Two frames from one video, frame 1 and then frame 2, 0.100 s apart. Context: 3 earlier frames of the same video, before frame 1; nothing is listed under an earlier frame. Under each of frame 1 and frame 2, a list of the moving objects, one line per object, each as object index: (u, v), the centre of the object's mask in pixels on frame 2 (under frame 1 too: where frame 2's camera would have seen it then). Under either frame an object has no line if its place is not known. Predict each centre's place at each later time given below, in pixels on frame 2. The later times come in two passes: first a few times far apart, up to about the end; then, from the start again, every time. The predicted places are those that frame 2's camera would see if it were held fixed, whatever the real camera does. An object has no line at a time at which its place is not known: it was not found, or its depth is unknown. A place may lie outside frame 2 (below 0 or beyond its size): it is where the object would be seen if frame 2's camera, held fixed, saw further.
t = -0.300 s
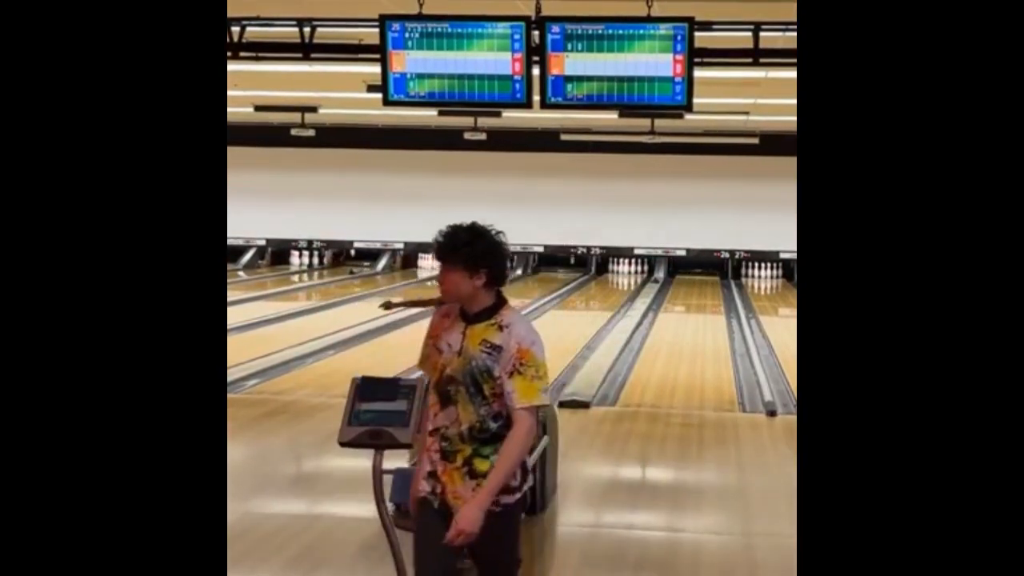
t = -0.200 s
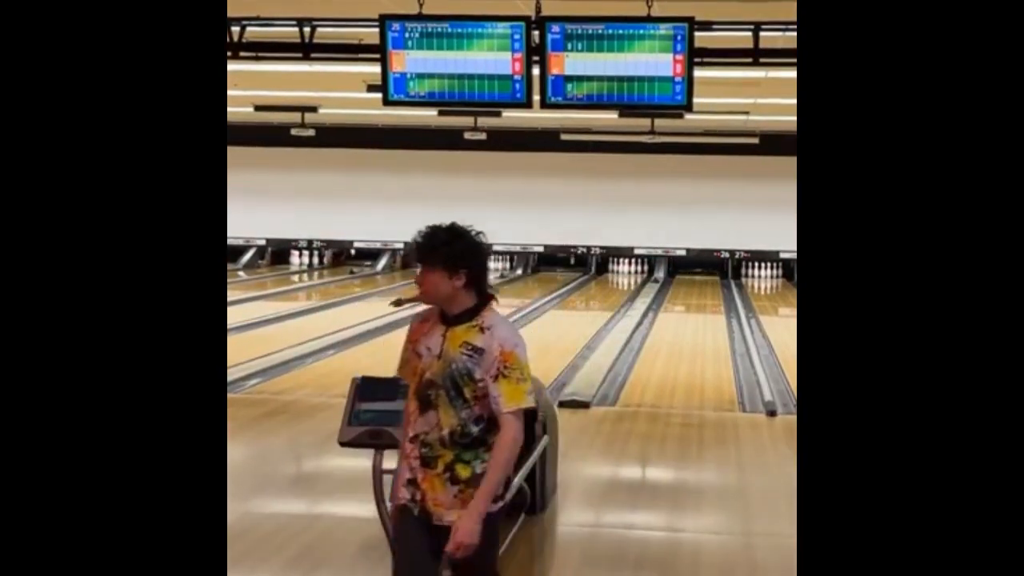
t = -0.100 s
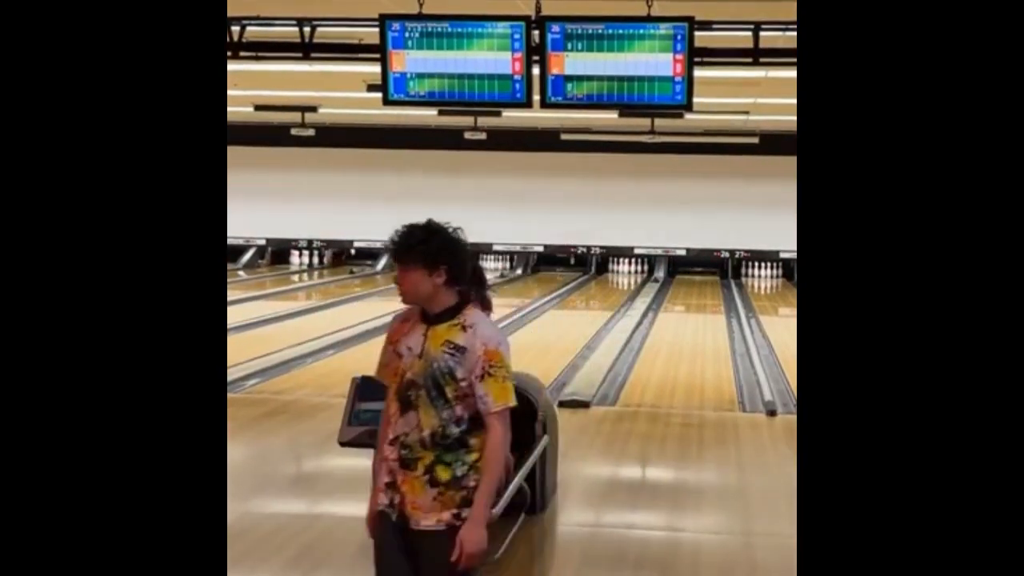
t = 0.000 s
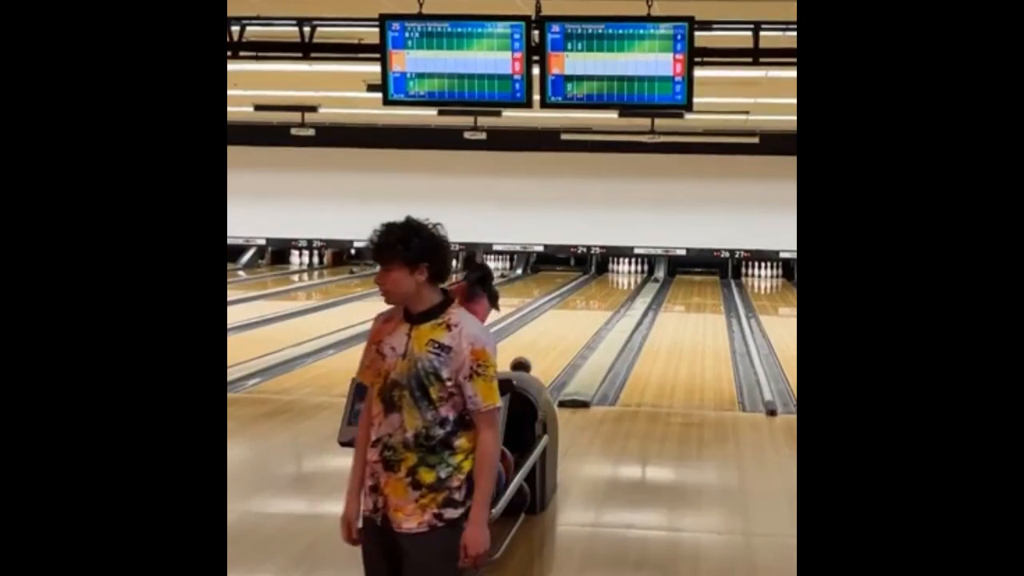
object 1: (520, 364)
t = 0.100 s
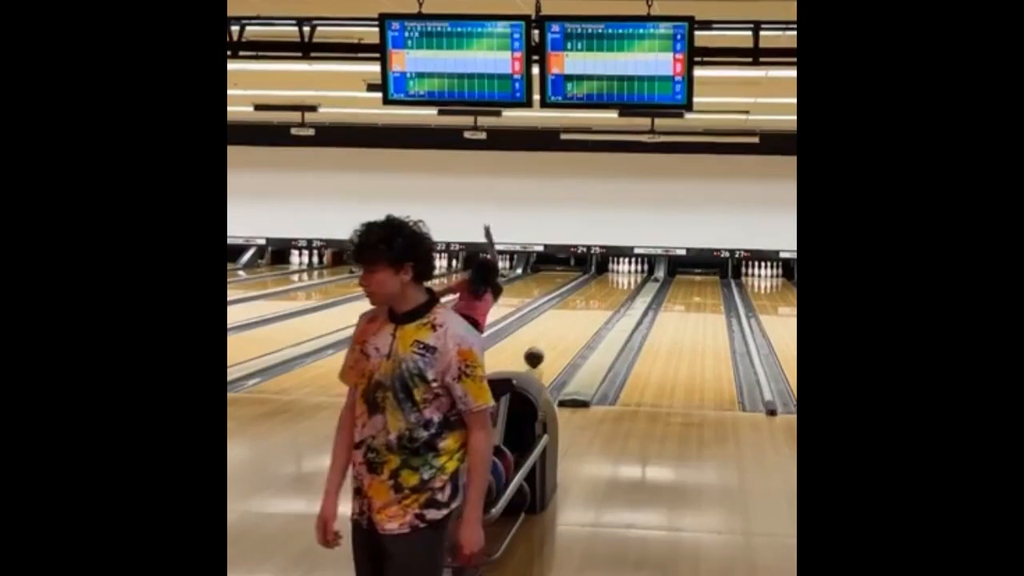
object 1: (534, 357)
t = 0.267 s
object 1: (552, 342)
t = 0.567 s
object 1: (577, 322)
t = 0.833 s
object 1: (594, 309)
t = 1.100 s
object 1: (607, 299)
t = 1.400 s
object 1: (617, 290)
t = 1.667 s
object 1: (625, 282)
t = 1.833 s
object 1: (627, 279)
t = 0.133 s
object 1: (538, 354)
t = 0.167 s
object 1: (542, 350)
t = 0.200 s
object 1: (545, 348)
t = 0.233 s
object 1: (549, 344)
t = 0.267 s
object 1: (552, 342)
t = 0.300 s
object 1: (555, 340)
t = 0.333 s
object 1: (559, 337)
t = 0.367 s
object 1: (562, 335)
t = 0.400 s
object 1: (565, 332)
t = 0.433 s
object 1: (567, 330)
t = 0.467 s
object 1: (570, 328)
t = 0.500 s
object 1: (573, 326)
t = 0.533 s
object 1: (575, 324)
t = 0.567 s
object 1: (577, 322)
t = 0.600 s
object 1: (580, 320)
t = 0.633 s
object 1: (582, 319)
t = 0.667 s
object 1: (584, 317)
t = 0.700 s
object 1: (586, 316)
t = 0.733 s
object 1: (589, 313)
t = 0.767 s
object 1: (590, 312)
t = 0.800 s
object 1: (592, 311)
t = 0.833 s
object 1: (594, 309)
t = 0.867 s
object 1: (595, 308)
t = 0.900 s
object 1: (597, 306)
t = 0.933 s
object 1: (599, 305)
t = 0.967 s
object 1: (600, 304)
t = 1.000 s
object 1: (602, 302)
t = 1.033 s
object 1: (604, 301)
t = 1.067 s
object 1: (604, 300)
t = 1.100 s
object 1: (607, 299)
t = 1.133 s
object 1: (608, 297)
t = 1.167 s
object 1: (608, 296)
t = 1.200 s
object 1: (611, 295)
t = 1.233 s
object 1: (612, 294)
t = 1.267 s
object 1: (612, 294)
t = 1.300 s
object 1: (614, 292)
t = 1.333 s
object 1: (616, 291)
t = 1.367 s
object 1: (616, 290)
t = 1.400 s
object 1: (617, 290)
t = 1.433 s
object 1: (618, 289)
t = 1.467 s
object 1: (619, 288)
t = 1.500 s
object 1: (620, 287)
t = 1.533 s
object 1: (621, 285)
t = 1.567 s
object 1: (622, 284)
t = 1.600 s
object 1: (622, 284)
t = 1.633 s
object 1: (624, 283)
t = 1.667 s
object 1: (625, 282)
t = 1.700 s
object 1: (625, 282)
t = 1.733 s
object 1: (626, 280)
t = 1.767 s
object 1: (626, 280)
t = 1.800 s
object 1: (627, 280)
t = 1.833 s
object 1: (627, 279)
